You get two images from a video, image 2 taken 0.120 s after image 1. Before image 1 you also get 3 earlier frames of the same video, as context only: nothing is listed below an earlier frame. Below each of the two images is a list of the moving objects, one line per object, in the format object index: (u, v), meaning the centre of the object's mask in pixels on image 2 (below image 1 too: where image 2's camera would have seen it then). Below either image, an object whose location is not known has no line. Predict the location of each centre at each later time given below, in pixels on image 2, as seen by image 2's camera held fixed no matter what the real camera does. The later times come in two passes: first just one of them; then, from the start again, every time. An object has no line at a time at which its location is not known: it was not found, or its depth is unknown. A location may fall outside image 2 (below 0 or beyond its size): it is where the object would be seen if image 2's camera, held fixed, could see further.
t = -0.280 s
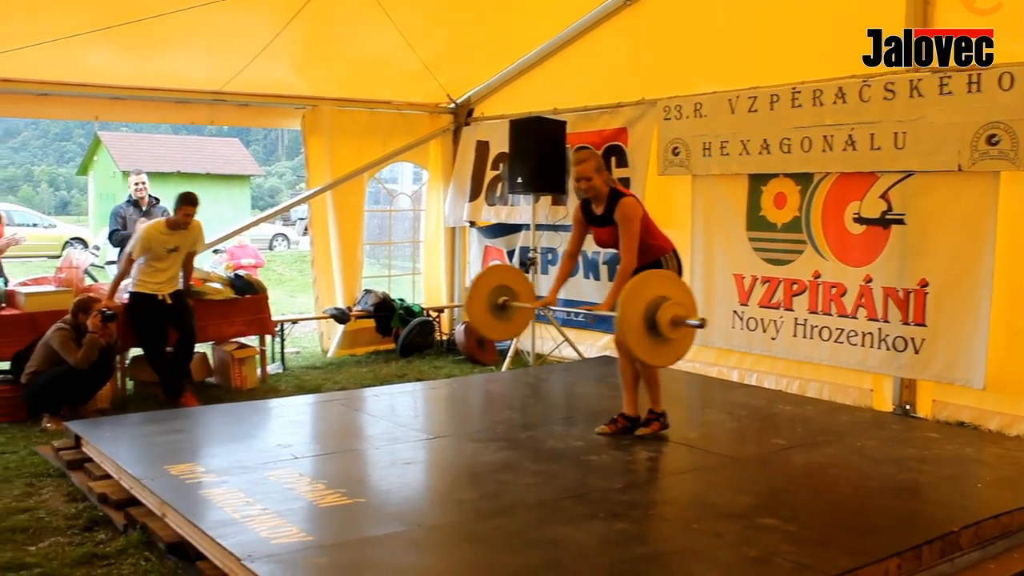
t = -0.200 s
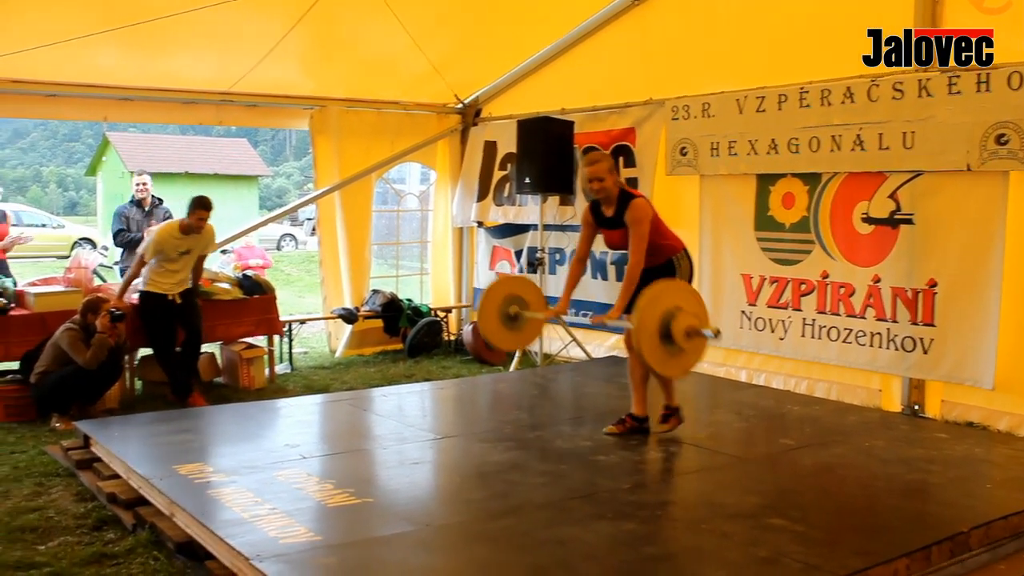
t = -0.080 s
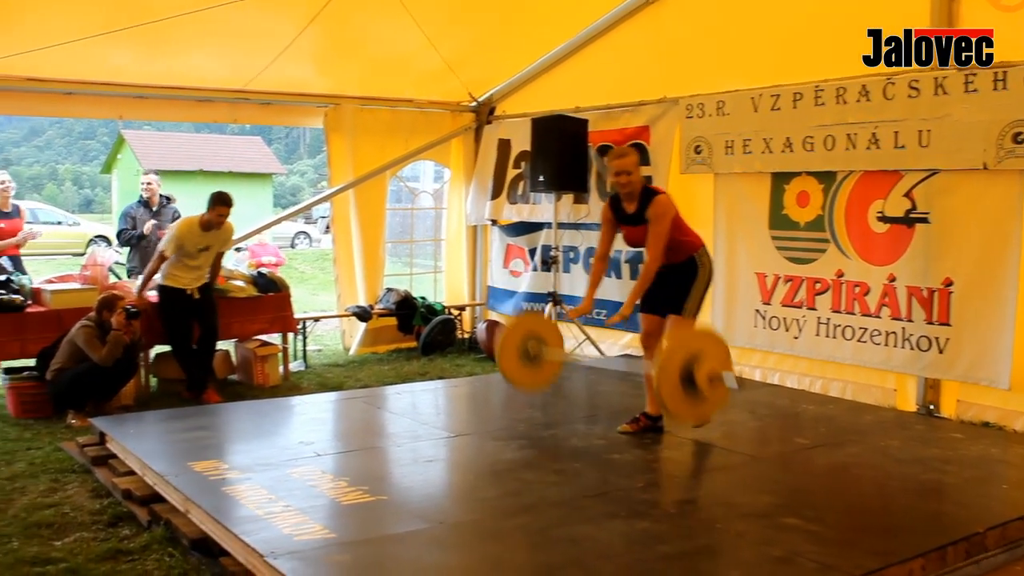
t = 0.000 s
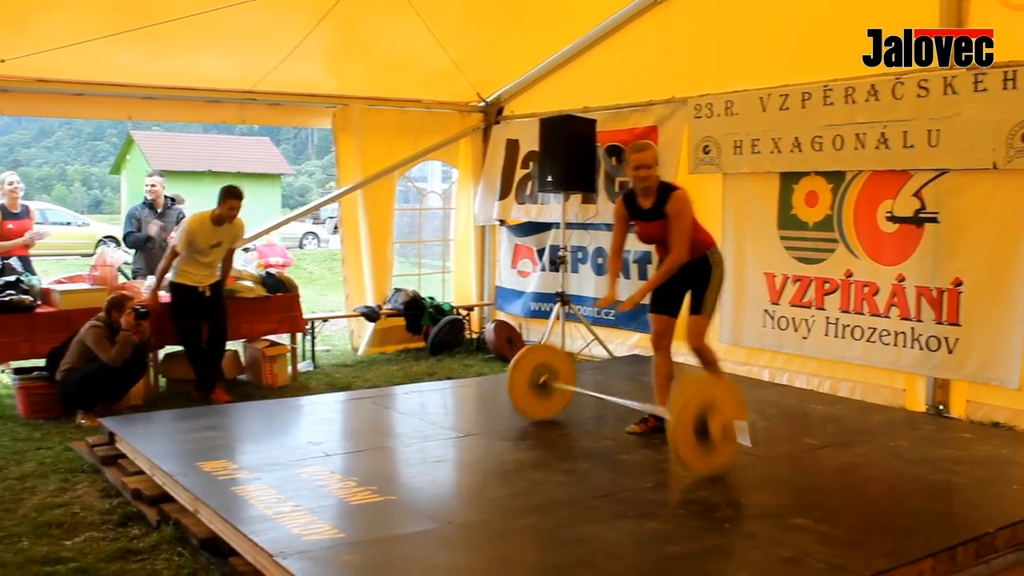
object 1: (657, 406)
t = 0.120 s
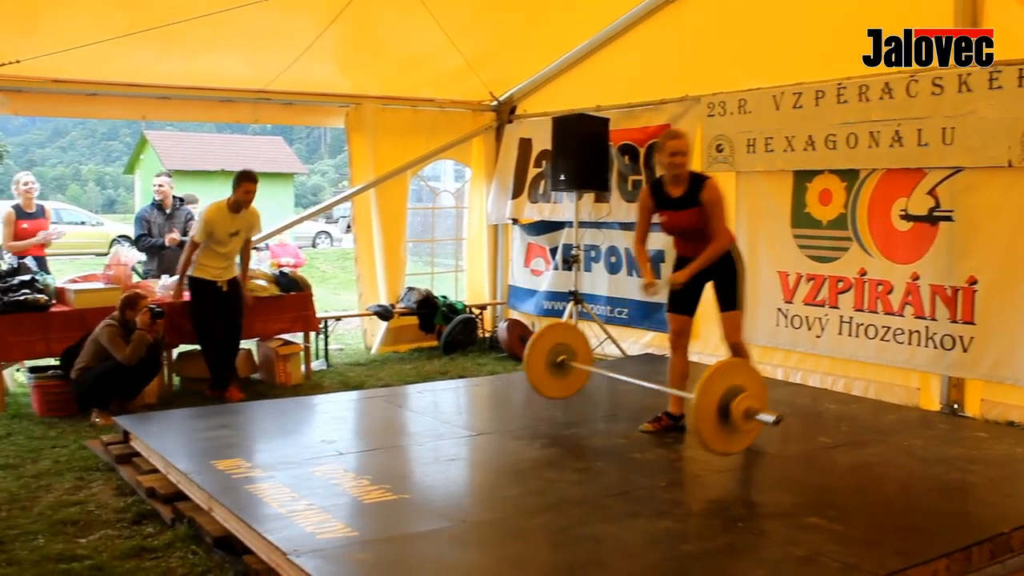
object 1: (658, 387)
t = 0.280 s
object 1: (669, 402)
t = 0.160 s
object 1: (660, 386)
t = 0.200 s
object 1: (663, 388)
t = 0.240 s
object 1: (666, 393)
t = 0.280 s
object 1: (669, 402)
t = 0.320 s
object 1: (671, 409)
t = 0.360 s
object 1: (673, 405)
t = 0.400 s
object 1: (675, 405)
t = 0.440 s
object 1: (677, 407)
